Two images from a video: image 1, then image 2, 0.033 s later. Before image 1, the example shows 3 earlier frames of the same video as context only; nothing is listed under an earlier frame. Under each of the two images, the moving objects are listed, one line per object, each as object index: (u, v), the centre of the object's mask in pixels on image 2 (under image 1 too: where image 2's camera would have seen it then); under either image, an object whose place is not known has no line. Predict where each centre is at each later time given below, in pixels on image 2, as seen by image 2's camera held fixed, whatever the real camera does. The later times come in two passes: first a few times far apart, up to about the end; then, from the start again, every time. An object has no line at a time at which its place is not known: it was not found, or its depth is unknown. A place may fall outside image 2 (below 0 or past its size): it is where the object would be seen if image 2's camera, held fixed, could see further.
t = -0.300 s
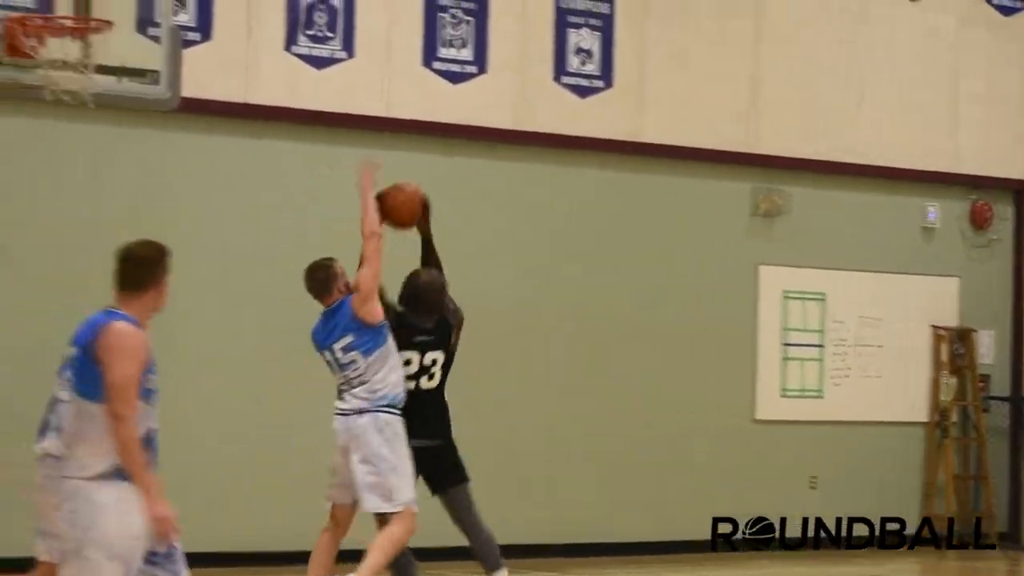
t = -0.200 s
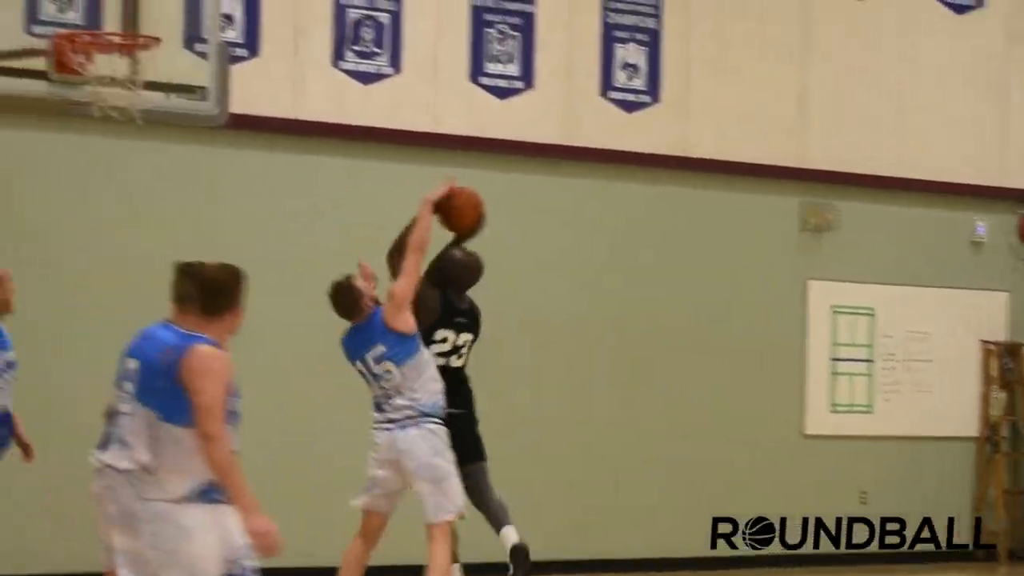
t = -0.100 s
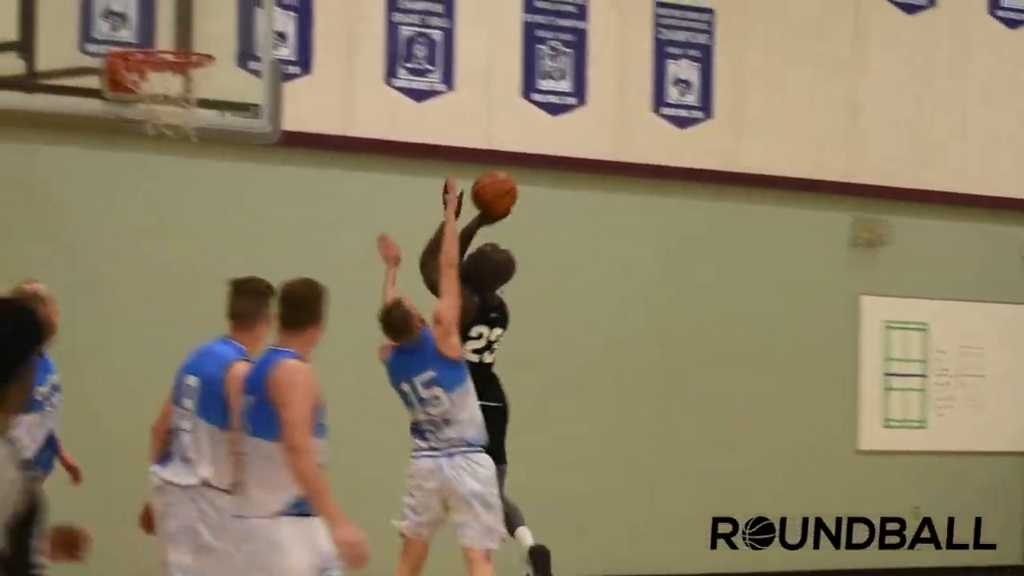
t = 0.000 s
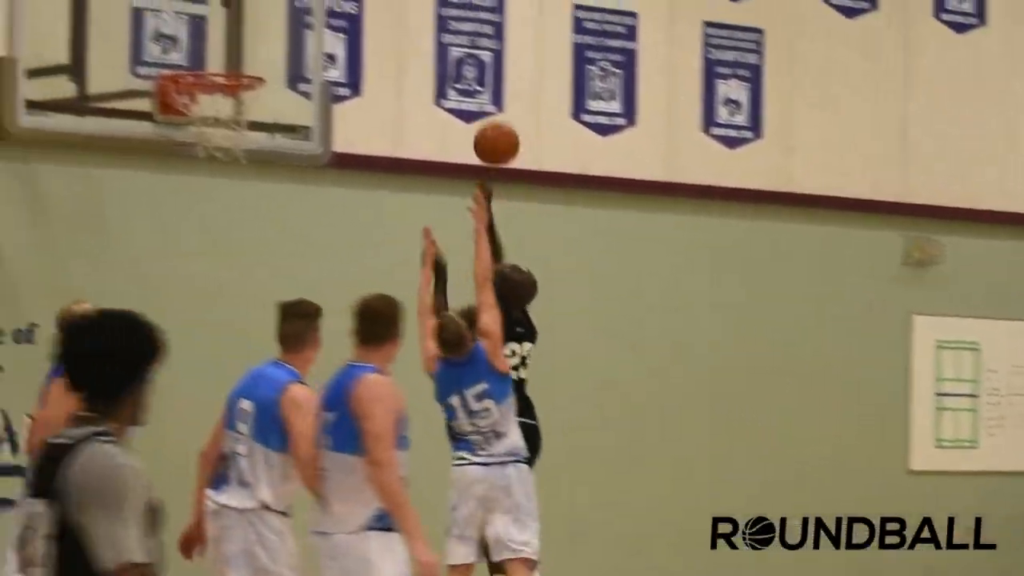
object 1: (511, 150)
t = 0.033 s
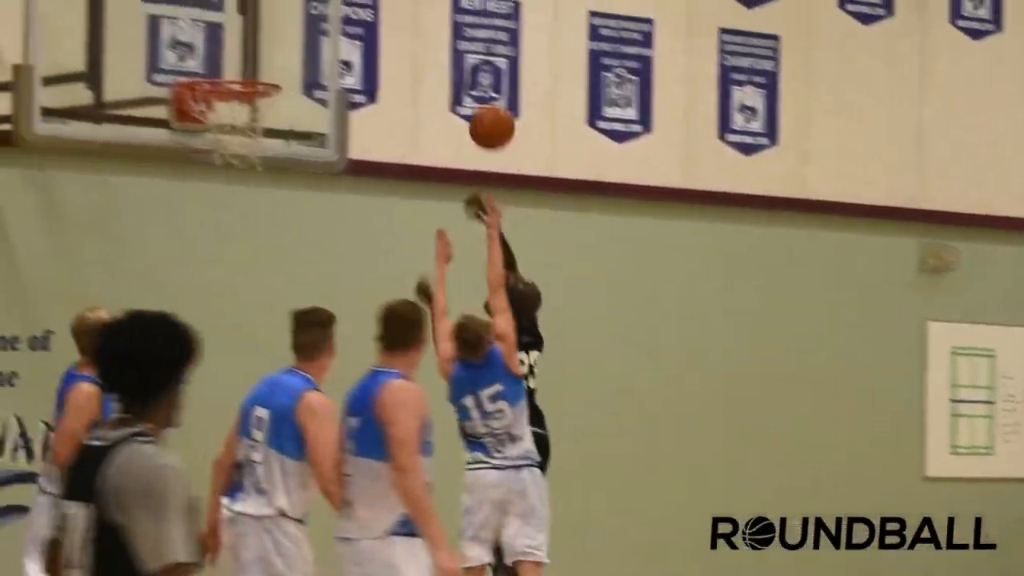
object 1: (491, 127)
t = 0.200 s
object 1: (391, 38)
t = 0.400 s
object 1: (266, 0)
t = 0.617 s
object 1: (215, 44)
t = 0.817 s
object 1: (255, 64)
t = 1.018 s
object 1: (261, 61)
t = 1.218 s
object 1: (279, 114)
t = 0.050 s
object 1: (482, 116)
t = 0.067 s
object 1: (471, 105)
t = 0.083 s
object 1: (462, 95)
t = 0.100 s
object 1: (452, 86)
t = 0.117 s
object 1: (441, 77)
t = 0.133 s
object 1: (431, 68)
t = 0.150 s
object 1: (421, 59)
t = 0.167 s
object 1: (411, 52)
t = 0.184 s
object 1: (401, 45)
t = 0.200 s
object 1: (391, 38)
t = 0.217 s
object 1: (380, 33)
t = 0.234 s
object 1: (371, 27)
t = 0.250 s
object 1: (360, 23)
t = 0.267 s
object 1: (350, 18)
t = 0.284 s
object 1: (339, 14)
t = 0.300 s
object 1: (330, 10)
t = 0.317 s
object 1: (318, 6)
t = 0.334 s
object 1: (308, 4)
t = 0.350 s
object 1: (298, 3)
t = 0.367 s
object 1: (287, 1)
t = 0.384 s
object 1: (277, 1)
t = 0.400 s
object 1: (266, 0)
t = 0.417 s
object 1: (257, 1)
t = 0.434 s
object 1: (246, 1)
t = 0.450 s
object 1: (238, 3)
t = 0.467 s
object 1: (236, 5)
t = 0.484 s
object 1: (234, 7)
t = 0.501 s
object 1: (230, 10)
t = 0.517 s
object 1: (229, 13)
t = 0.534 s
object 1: (227, 16)
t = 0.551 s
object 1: (224, 21)
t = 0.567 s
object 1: (222, 26)
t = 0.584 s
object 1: (219, 32)
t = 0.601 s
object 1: (217, 38)
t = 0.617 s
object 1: (215, 44)
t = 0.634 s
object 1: (212, 52)
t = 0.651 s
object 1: (209, 59)
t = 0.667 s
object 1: (207, 64)
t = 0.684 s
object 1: (212, 65)
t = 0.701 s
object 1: (222, 65)
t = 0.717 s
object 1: (231, 65)
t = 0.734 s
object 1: (240, 67)
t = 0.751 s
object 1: (249, 68)
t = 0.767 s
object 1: (254, 68)
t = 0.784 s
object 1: (254, 66)
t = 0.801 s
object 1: (255, 65)
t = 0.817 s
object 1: (255, 64)
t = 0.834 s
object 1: (256, 63)
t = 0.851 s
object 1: (257, 63)
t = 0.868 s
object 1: (257, 63)
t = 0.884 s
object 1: (258, 63)
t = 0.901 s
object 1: (258, 63)
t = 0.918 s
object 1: (258, 63)
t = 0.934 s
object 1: (259, 61)
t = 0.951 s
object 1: (259, 61)
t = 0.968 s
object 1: (260, 60)
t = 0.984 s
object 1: (260, 60)
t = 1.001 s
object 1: (260, 60)
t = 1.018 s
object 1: (261, 61)
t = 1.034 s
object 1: (261, 62)
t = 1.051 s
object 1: (261, 63)
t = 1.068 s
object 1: (262, 65)
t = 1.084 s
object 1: (262, 66)
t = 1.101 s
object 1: (262, 68)
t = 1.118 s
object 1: (264, 71)
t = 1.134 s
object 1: (264, 73)
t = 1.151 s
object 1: (263, 88)
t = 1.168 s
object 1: (264, 93)
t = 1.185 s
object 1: (265, 98)
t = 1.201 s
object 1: (264, 104)
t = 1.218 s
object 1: (279, 114)
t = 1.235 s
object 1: (279, 116)
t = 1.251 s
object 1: (279, 117)
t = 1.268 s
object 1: (277, 123)
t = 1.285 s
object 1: (277, 127)
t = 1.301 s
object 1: (276, 134)
